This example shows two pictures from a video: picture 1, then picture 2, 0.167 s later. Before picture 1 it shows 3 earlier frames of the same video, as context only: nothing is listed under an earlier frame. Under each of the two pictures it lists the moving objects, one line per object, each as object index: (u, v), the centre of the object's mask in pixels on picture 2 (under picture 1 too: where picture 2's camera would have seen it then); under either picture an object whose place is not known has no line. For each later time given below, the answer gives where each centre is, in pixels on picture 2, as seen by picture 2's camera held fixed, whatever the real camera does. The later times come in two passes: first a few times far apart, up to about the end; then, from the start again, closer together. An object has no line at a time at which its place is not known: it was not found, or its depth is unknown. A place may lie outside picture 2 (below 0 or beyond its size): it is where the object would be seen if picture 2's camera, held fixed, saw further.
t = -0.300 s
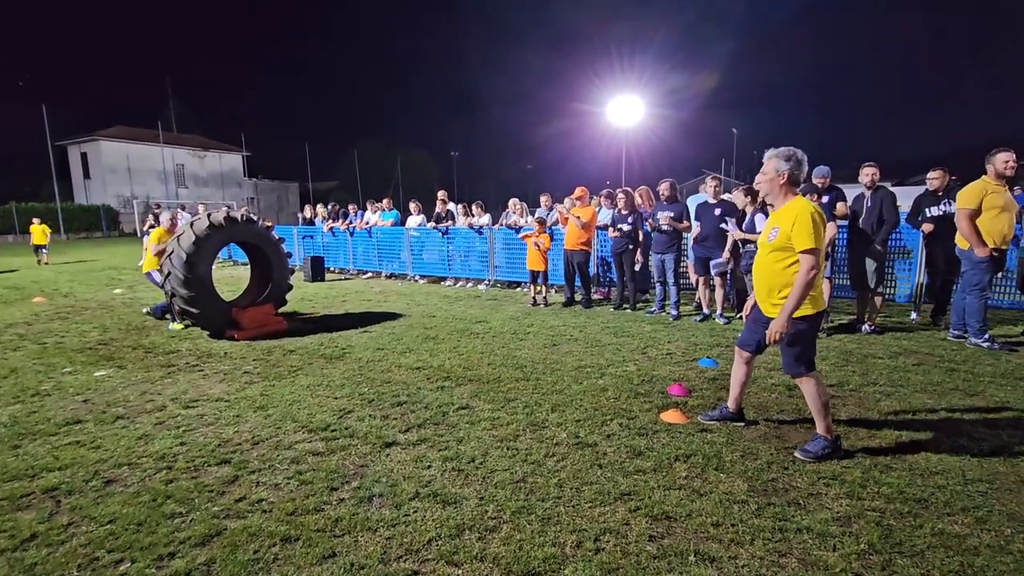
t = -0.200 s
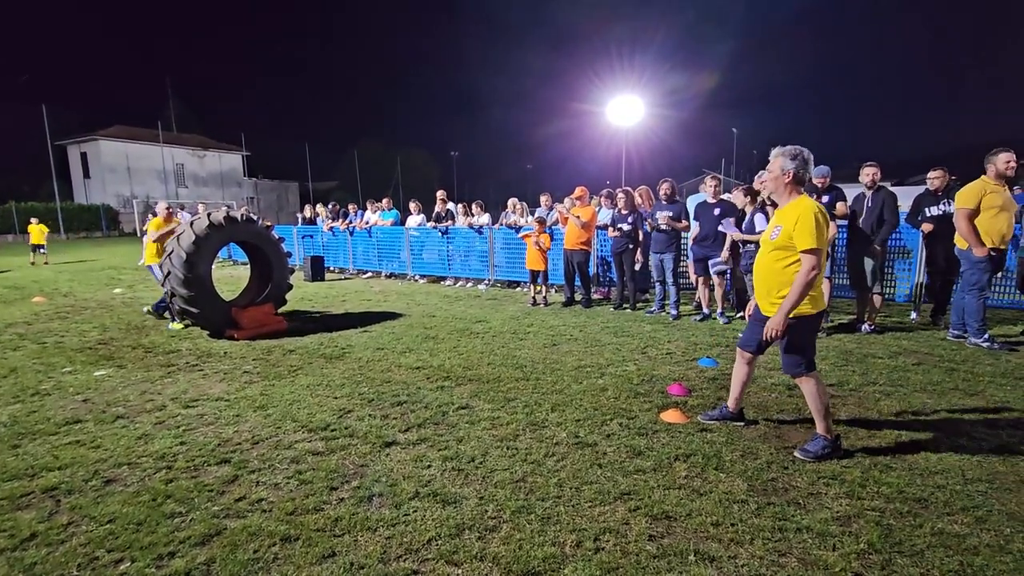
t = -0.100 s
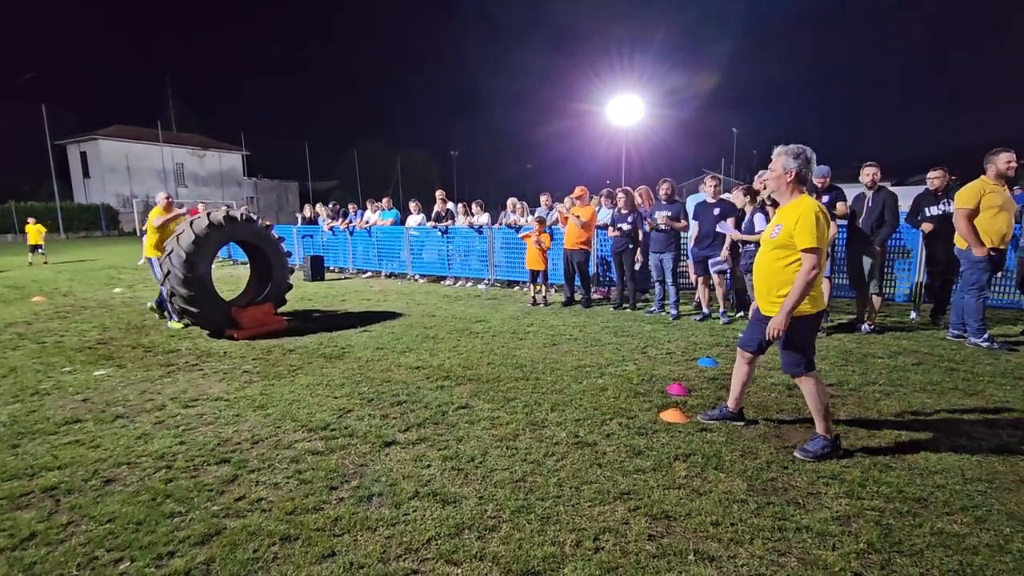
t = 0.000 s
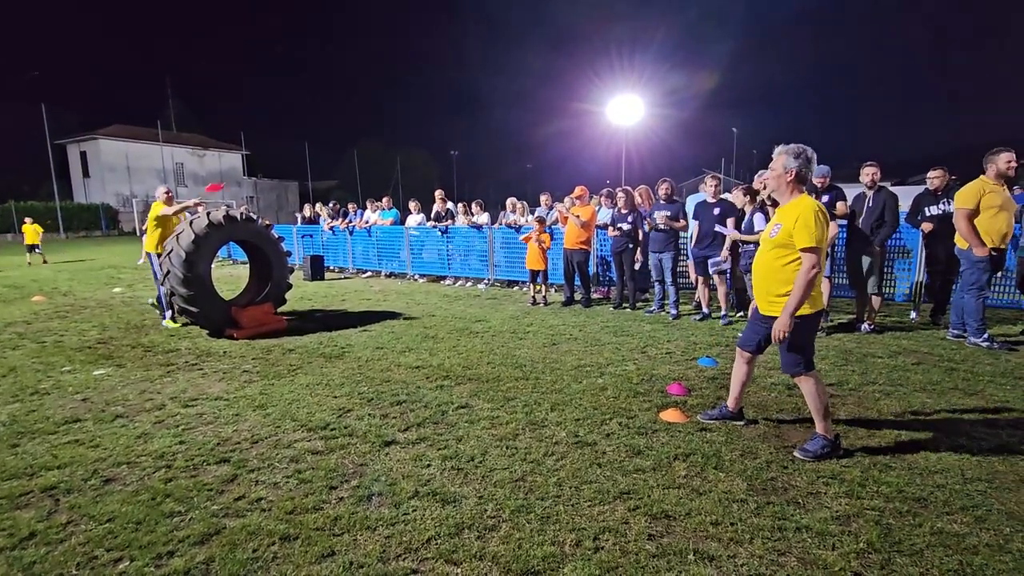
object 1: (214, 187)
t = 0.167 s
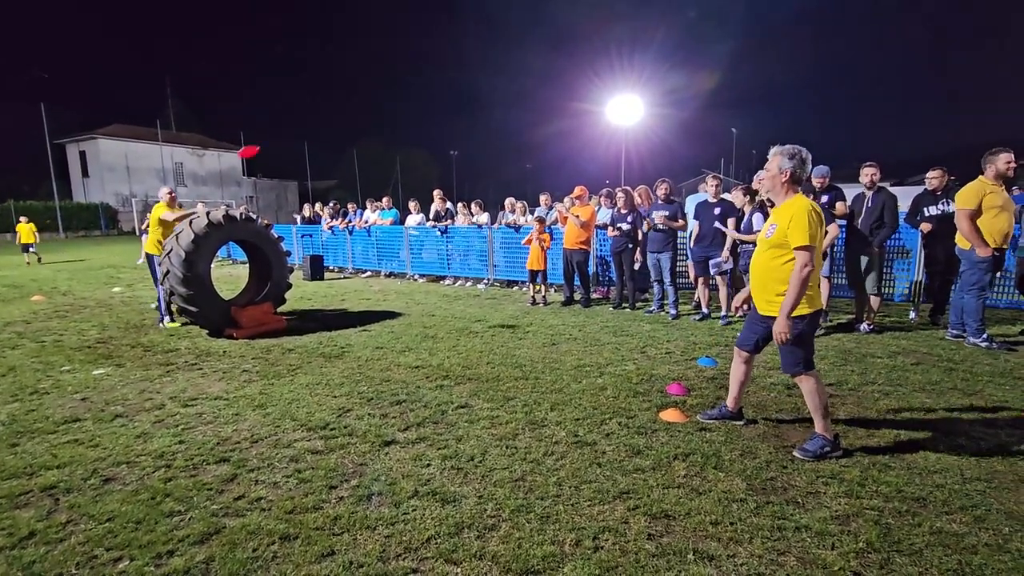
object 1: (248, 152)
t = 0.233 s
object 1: (262, 139)
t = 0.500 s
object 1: (325, 94)
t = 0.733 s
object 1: (387, 67)
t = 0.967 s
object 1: (459, 66)
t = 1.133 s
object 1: (520, 96)
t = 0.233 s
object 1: (262, 139)
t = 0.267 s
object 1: (270, 133)
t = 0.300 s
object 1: (277, 127)
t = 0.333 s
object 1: (285, 121)
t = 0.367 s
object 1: (293, 115)
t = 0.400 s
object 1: (301, 110)
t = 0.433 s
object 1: (309, 104)
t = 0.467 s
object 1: (317, 99)
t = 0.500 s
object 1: (325, 94)
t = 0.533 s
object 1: (334, 89)
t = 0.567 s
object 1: (342, 85)
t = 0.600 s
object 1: (351, 80)
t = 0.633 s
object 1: (360, 76)
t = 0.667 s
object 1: (369, 73)
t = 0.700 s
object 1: (378, 69)
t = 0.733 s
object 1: (387, 67)
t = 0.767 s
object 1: (397, 65)
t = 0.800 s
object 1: (407, 63)
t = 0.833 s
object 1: (417, 62)
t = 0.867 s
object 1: (427, 62)
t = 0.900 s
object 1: (437, 62)
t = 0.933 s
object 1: (448, 64)
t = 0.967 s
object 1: (459, 66)
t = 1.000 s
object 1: (471, 69)
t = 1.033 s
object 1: (482, 74)
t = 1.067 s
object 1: (494, 80)
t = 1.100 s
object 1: (507, 87)
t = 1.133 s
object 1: (520, 96)
